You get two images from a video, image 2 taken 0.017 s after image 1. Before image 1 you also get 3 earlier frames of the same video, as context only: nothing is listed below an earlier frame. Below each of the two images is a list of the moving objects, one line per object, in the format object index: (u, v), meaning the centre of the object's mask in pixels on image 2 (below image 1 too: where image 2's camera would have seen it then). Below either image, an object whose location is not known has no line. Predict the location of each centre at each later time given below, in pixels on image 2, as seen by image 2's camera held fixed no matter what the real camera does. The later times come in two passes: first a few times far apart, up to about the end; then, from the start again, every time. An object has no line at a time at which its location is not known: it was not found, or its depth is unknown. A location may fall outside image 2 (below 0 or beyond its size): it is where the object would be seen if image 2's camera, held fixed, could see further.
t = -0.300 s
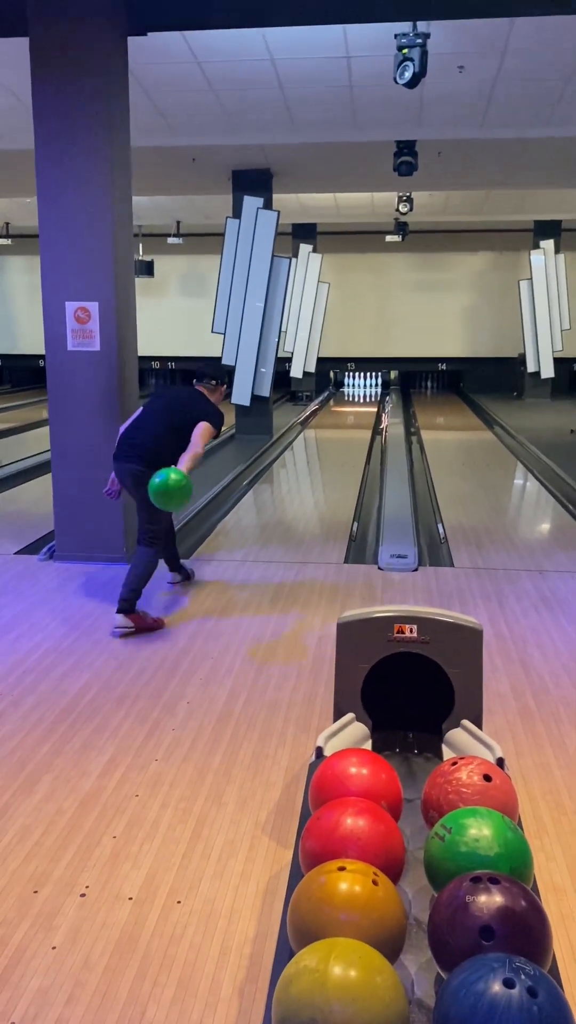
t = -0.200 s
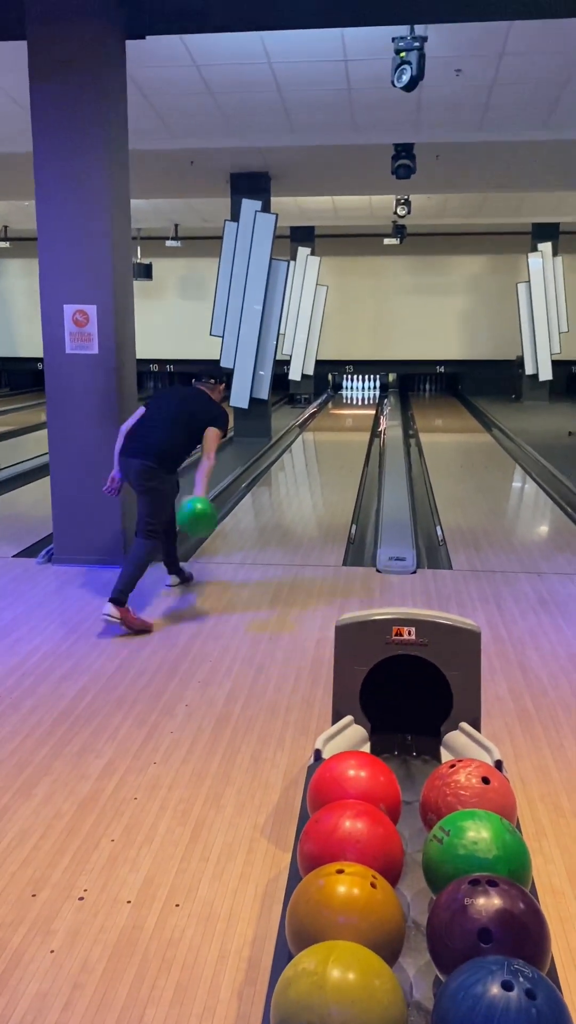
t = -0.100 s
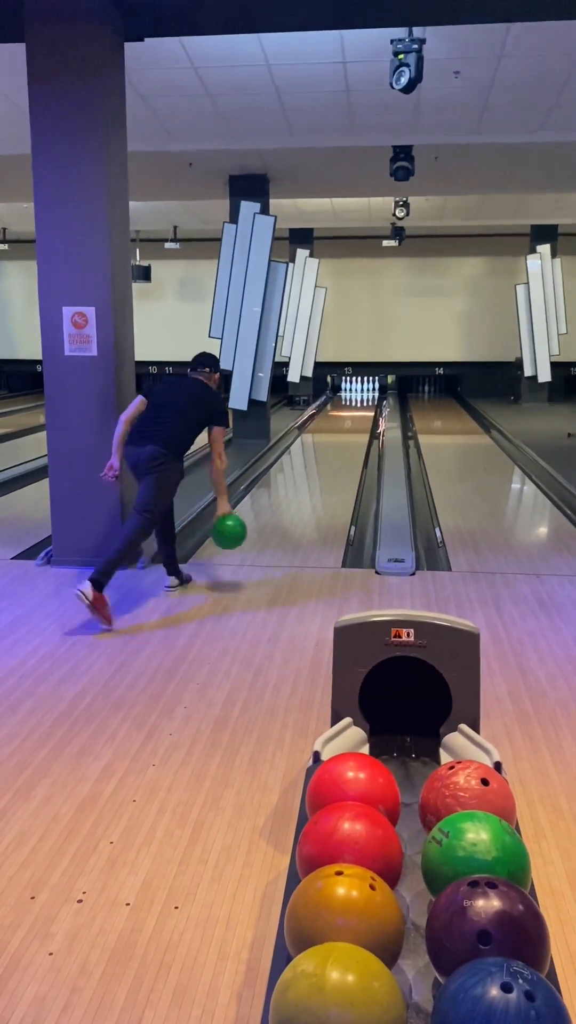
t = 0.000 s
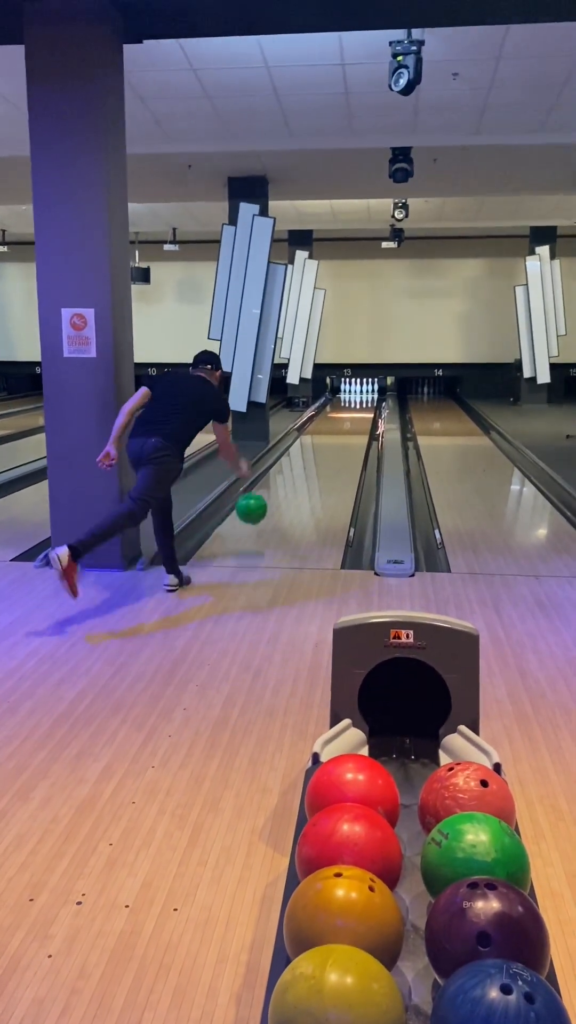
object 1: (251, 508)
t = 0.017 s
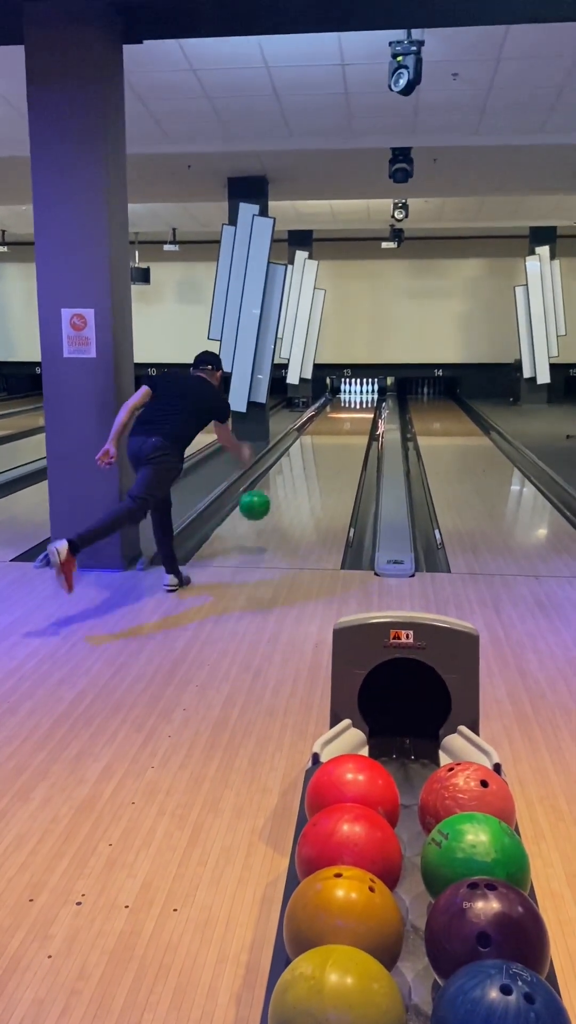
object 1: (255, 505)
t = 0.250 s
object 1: (289, 498)
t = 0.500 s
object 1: (311, 467)
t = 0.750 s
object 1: (326, 446)
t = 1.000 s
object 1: (337, 432)
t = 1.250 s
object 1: (344, 420)
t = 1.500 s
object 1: (350, 412)
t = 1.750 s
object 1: (355, 405)
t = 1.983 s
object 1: (358, 400)
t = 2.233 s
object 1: (360, 395)
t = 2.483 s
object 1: (363, 391)
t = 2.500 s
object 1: (364, 391)
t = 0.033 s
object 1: (258, 502)
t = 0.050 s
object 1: (261, 500)
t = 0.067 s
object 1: (263, 498)
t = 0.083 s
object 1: (266, 497)
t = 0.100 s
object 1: (269, 495)
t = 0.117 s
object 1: (271, 494)
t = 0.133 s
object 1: (273, 493)
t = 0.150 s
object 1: (276, 493)
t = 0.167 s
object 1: (278, 494)
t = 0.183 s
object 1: (280, 494)
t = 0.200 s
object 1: (283, 495)
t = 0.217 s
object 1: (285, 496)
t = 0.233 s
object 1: (287, 498)
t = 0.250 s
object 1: (289, 498)
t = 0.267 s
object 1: (291, 494)
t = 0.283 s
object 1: (292, 491)
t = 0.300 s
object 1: (294, 489)
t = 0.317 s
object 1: (296, 486)
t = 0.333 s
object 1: (297, 485)
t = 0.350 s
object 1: (299, 483)
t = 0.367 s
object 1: (301, 482)
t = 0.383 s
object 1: (302, 480)
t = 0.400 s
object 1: (303, 477)
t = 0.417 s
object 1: (305, 476)
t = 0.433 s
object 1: (306, 474)
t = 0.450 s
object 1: (308, 472)
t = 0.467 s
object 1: (309, 470)
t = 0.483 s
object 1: (310, 469)
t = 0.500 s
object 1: (311, 467)
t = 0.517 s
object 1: (312, 465)
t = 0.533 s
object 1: (313, 464)
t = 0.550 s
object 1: (315, 462)
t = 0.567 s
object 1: (316, 461)
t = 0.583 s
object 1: (317, 460)
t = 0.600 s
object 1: (318, 458)
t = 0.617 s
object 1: (319, 457)
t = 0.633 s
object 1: (320, 455)
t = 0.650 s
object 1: (321, 454)
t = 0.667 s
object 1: (322, 453)
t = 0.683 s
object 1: (323, 451)
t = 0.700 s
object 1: (323, 450)
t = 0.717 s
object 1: (324, 449)
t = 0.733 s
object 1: (325, 448)
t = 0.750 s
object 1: (326, 446)
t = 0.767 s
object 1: (327, 445)
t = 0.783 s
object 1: (328, 444)
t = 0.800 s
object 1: (329, 443)
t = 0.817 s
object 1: (329, 442)
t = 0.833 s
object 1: (330, 442)
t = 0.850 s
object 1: (331, 440)
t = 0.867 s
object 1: (331, 440)
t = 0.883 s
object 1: (332, 438)
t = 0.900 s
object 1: (333, 437)
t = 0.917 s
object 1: (333, 436)
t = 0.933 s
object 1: (334, 435)
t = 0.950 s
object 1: (335, 435)
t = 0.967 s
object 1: (335, 434)
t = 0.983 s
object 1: (336, 433)
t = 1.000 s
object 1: (337, 432)
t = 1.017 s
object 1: (337, 431)
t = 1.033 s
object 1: (338, 430)
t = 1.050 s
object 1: (338, 429)
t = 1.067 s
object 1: (339, 429)
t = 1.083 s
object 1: (339, 428)
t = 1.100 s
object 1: (340, 427)
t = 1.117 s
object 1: (341, 426)
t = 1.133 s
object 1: (341, 425)
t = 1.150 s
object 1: (342, 425)
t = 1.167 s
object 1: (342, 424)
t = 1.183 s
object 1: (342, 424)
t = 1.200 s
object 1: (343, 423)
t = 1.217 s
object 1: (343, 422)
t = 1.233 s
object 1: (344, 421)
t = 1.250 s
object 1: (344, 420)
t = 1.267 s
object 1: (345, 420)
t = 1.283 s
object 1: (345, 419)
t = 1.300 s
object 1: (345, 419)
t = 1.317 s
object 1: (345, 418)
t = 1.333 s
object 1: (346, 418)
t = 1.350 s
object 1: (347, 417)
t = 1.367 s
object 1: (347, 416)
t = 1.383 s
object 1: (347, 416)
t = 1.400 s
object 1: (348, 415)
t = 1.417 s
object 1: (348, 415)
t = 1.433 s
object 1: (348, 415)
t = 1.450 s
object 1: (349, 413)
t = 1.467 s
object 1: (349, 413)
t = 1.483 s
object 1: (349, 413)
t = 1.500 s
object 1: (350, 412)
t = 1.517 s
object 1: (350, 411)
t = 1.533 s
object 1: (351, 410)
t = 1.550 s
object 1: (351, 410)
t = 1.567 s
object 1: (351, 410)
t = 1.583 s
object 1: (352, 409)
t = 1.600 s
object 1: (352, 408)
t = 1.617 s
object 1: (352, 408)
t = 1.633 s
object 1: (353, 408)
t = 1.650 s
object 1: (353, 408)
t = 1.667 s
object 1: (353, 407)
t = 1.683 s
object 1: (353, 408)
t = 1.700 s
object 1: (354, 406)
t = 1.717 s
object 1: (354, 407)
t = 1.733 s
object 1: (354, 406)
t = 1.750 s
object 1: (355, 405)
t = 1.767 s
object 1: (355, 405)
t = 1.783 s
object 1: (354, 404)
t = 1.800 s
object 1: (356, 404)
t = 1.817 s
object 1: (356, 404)
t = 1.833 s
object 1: (356, 403)
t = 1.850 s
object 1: (356, 402)
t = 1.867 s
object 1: (357, 402)
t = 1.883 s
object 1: (357, 402)
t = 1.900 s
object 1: (357, 401)
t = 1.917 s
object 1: (357, 401)
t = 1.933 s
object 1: (357, 401)
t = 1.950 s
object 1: (357, 400)
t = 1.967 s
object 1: (358, 400)
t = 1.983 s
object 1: (358, 400)
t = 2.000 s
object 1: (358, 399)
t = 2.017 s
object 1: (358, 400)
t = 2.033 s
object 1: (359, 399)
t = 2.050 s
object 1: (359, 398)
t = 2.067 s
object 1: (359, 398)
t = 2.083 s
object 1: (359, 398)
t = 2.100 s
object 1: (359, 398)
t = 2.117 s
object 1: (359, 398)
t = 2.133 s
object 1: (359, 397)
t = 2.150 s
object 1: (360, 396)
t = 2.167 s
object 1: (360, 396)
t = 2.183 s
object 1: (360, 396)
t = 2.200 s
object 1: (360, 395)
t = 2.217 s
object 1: (360, 395)
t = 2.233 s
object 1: (360, 395)
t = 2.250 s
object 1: (361, 395)
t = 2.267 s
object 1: (361, 395)
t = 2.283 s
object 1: (361, 394)
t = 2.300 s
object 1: (362, 394)
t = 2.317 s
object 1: (362, 394)
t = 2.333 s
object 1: (362, 393)
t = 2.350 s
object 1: (362, 393)
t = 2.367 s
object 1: (362, 393)
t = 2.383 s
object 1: (362, 394)
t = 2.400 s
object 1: (363, 393)
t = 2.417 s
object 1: (363, 393)
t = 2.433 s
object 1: (363, 392)
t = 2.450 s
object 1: (363, 392)
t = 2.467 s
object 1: (364, 391)
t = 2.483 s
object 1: (363, 391)
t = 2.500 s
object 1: (364, 391)
